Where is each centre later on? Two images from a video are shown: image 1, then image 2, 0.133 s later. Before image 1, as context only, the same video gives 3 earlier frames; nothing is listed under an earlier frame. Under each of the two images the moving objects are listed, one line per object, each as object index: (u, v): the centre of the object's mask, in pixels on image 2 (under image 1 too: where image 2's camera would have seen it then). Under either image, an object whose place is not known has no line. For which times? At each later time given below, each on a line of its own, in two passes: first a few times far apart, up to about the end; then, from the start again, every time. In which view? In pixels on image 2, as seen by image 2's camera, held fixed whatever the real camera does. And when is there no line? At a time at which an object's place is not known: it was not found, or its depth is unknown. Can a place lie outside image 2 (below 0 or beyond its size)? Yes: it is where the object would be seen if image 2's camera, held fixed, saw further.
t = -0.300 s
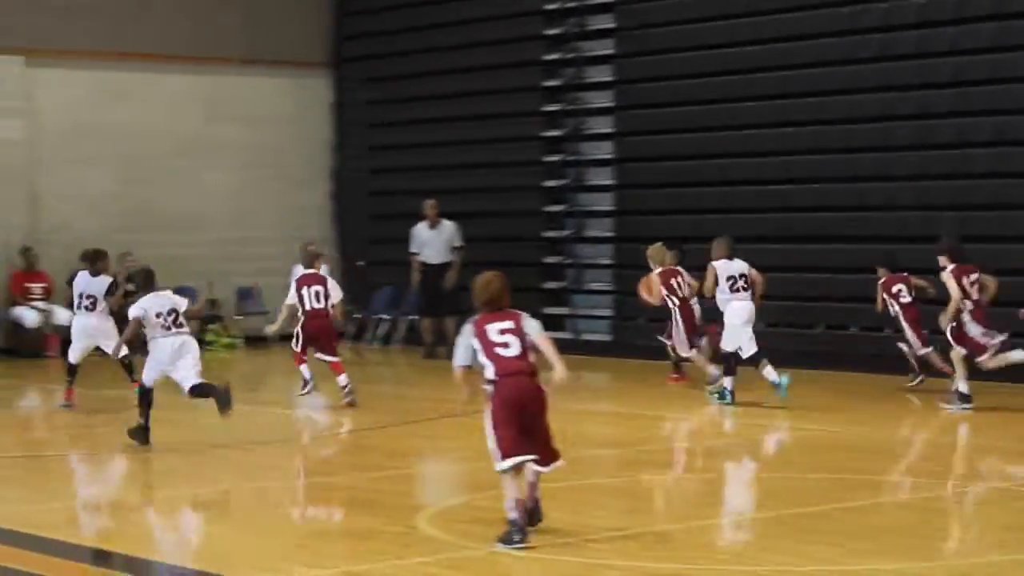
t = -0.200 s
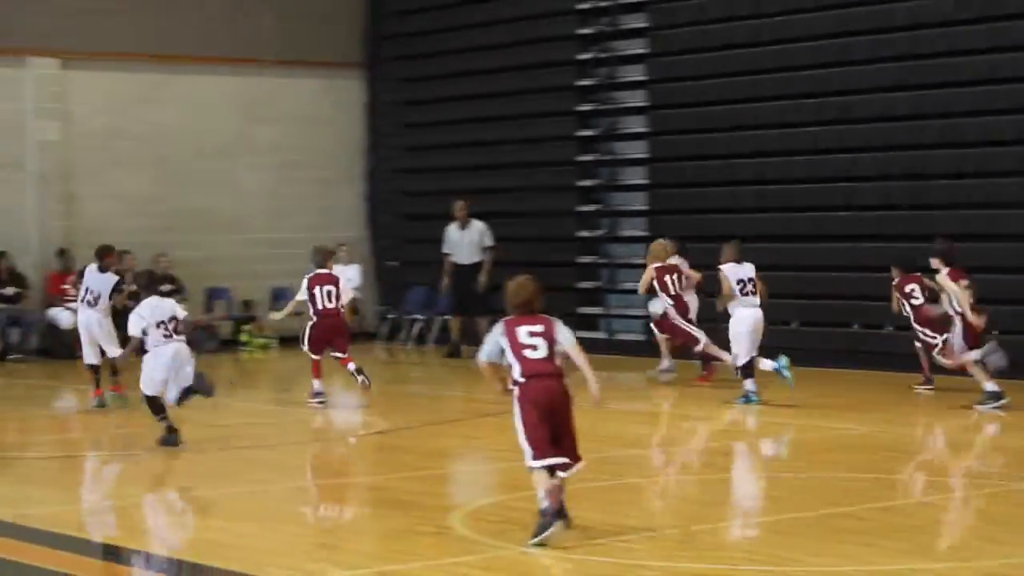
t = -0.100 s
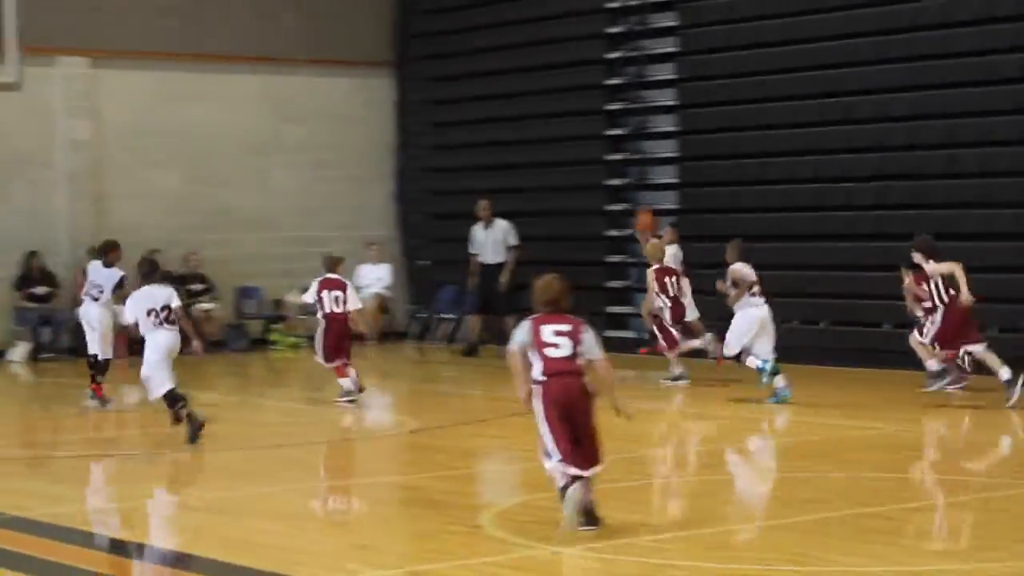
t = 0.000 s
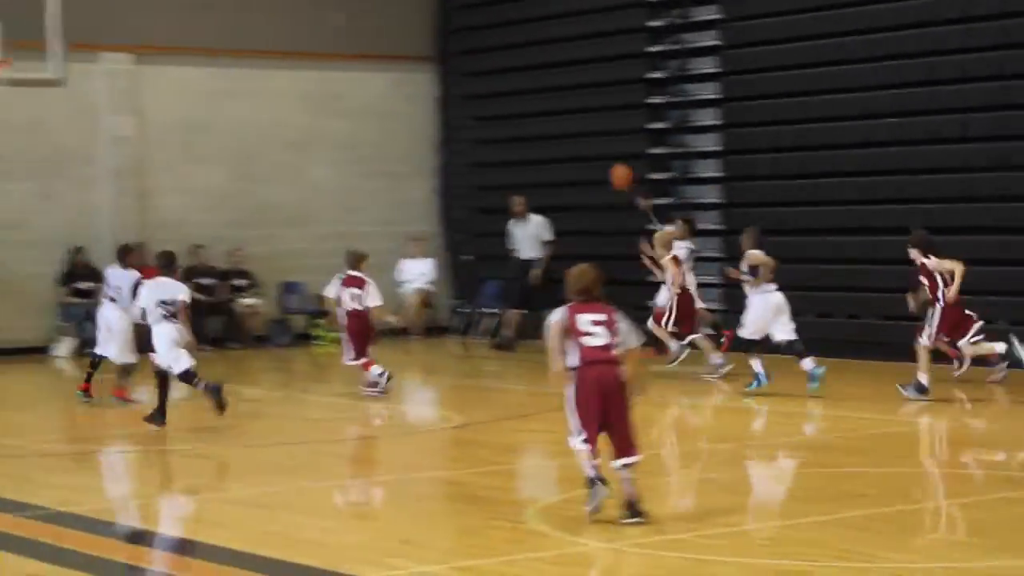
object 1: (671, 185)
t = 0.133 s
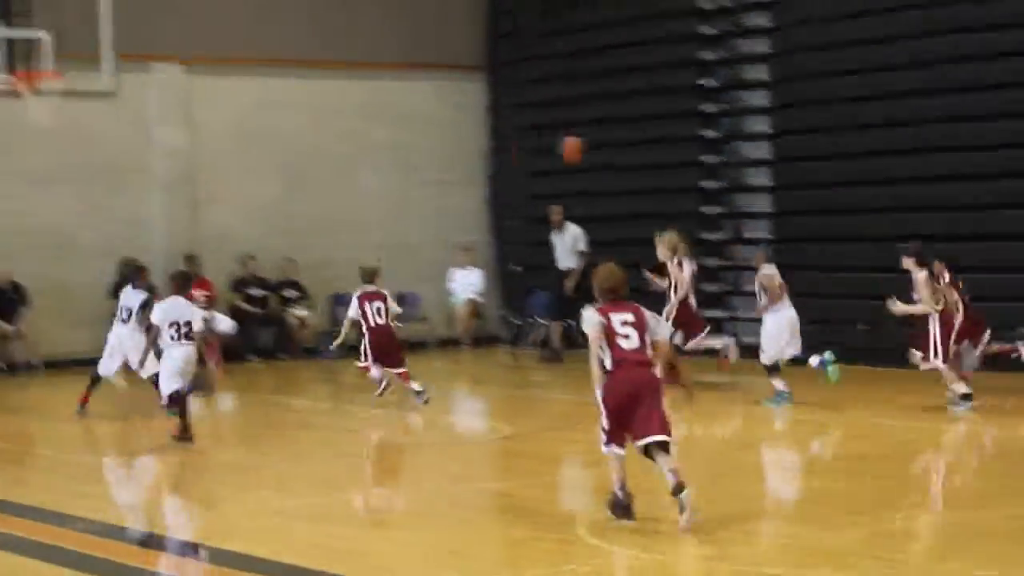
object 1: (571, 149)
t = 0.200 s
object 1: (521, 138)
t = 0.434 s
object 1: (338, 133)
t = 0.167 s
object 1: (544, 143)
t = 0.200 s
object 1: (521, 138)
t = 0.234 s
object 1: (498, 133)
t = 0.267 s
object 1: (472, 130)
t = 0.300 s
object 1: (446, 129)
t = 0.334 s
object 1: (420, 127)
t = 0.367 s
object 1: (394, 129)
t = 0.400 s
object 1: (367, 131)
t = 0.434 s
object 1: (338, 133)
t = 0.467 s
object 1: (312, 138)
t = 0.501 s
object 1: (287, 142)
